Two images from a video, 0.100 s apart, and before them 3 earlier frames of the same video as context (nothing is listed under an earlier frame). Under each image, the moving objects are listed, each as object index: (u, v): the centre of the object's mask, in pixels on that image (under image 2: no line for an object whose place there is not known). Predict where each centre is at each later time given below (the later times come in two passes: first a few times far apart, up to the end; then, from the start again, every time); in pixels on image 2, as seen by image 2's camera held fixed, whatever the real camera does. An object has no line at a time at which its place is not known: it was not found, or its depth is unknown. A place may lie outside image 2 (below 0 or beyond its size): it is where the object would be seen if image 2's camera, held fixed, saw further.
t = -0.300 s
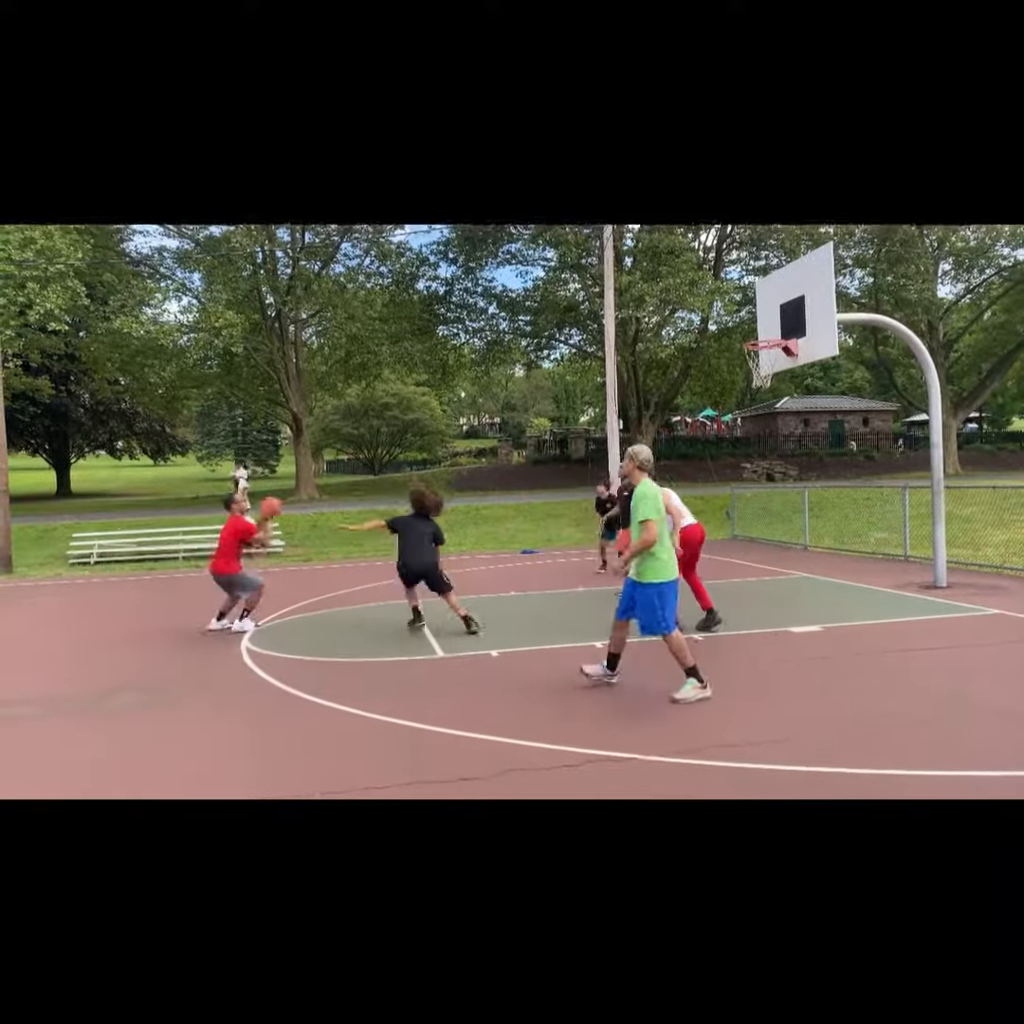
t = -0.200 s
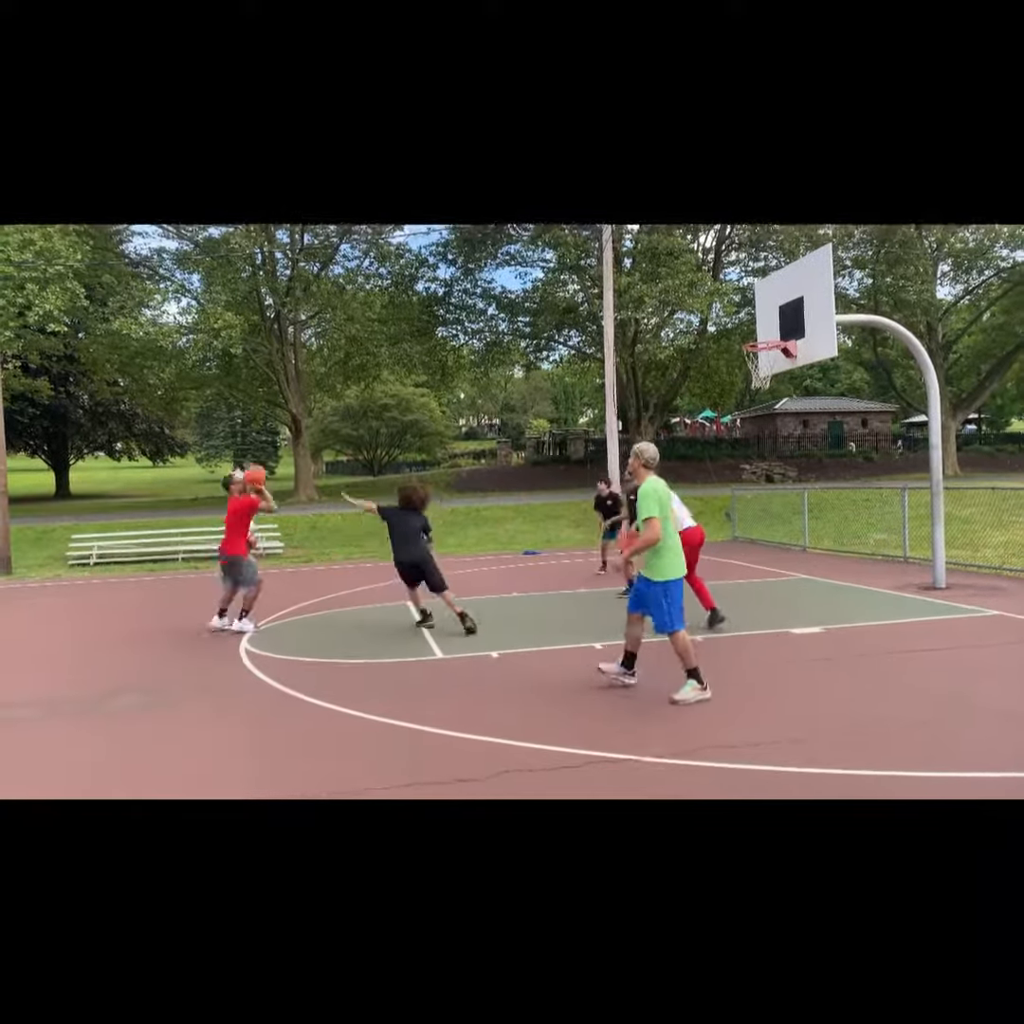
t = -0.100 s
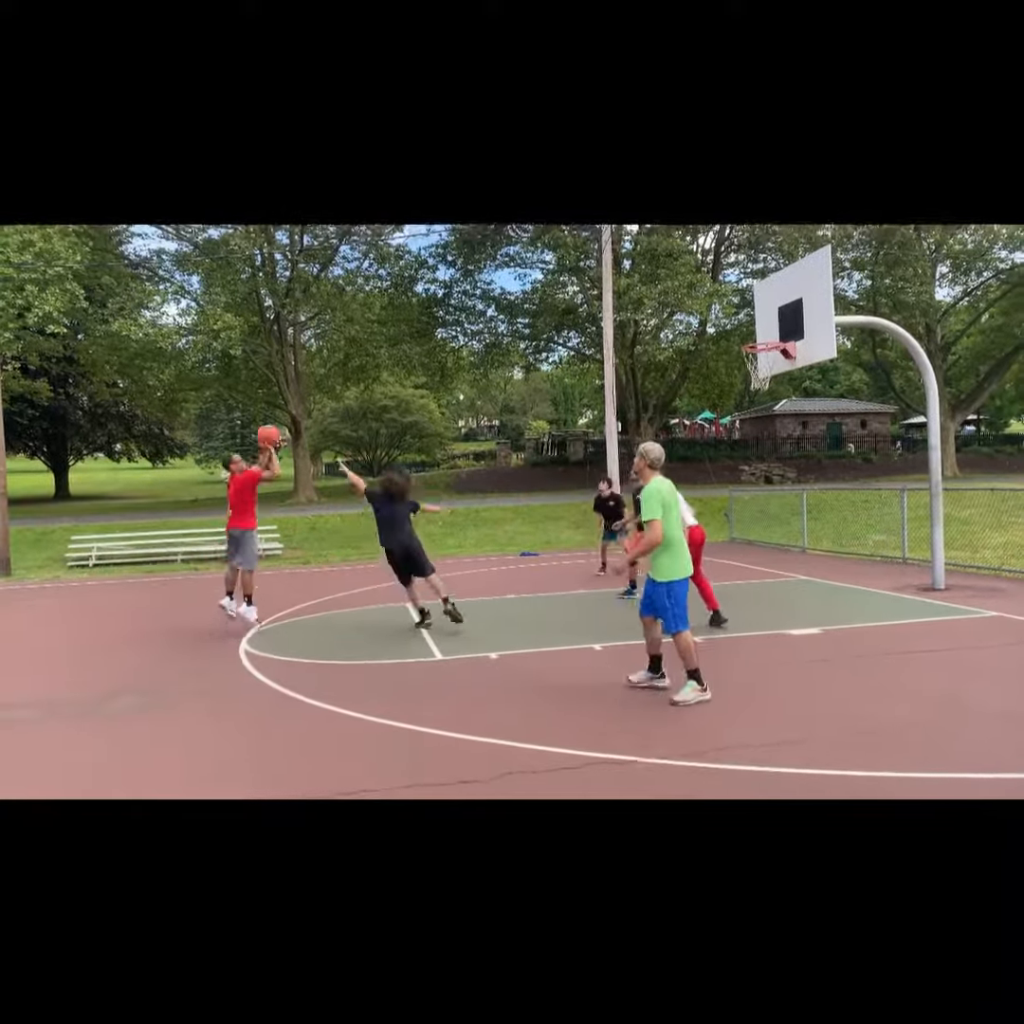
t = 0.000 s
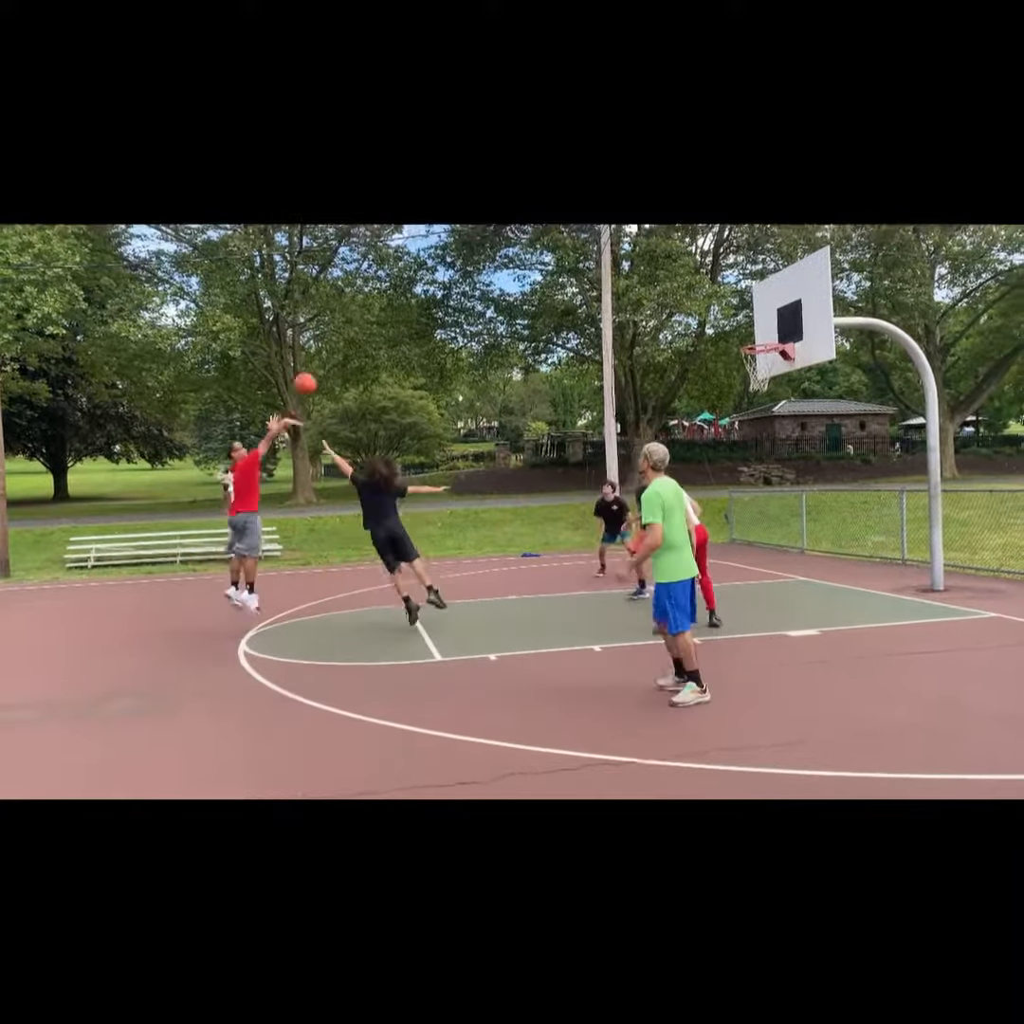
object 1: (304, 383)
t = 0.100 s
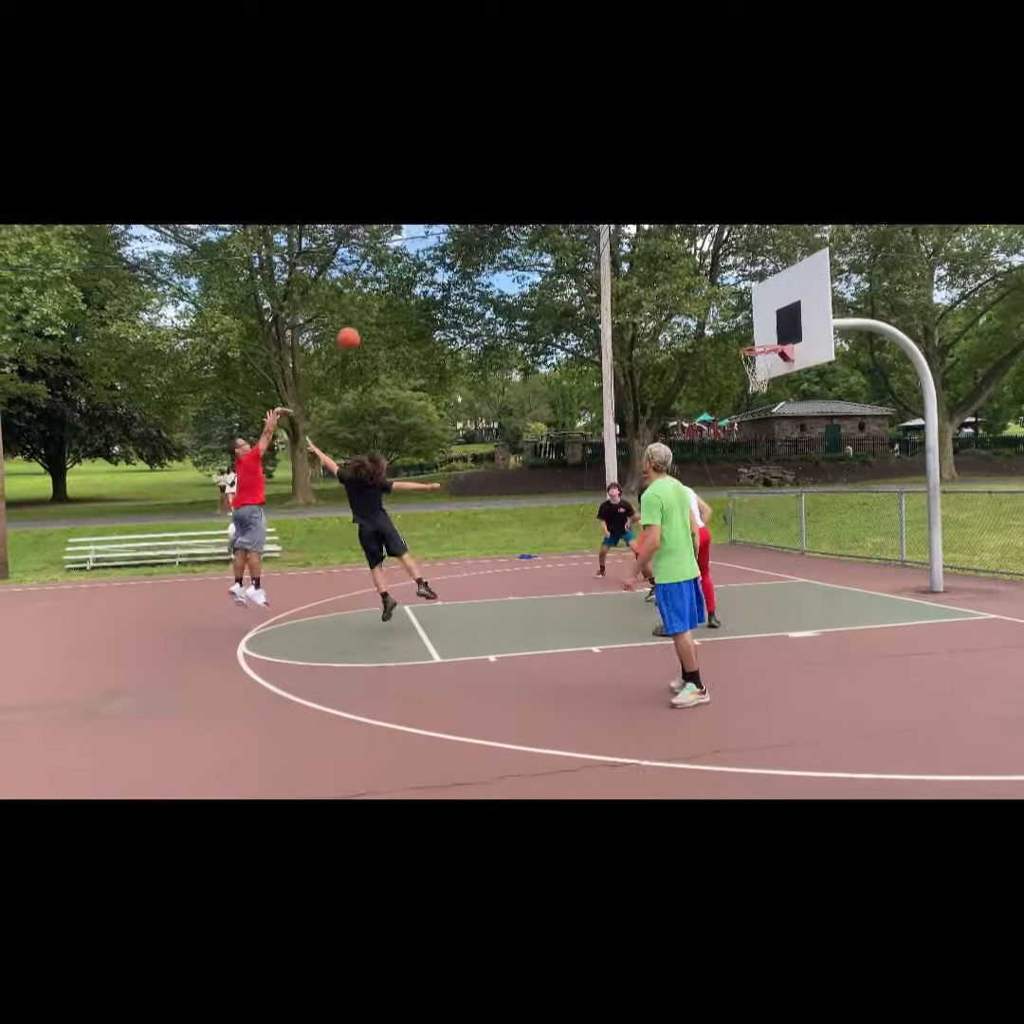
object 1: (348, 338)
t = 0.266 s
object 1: (421, 280)
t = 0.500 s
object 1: (520, 242)
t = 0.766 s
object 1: (629, 254)
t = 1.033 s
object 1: (736, 323)
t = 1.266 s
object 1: (779, 374)
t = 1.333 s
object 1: (777, 389)
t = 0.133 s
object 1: (363, 324)
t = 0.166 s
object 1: (377, 310)
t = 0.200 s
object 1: (392, 300)
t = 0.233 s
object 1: (406, 290)
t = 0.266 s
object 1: (421, 280)
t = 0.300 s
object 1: (435, 272)
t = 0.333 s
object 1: (449, 264)
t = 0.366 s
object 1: (464, 258)
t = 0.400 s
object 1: (479, 251)
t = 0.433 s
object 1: (493, 248)
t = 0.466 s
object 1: (506, 244)
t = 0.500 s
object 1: (520, 242)
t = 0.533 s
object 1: (533, 240)
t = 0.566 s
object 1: (548, 240)
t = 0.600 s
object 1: (561, 239)
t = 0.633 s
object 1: (575, 240)
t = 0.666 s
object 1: (588, 242)
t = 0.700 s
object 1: (602, 244)
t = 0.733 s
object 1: (617, 248)
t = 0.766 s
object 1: (629, 254)
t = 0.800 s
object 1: (643, 258)
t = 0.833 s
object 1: (657, 266)
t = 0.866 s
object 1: (670, 273)
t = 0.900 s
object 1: (683, 281)
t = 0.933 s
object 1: (697, 290)
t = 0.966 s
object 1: (711, 300)
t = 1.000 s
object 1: (723, 313)
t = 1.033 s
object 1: (736, 323)
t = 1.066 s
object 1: (748, 336)
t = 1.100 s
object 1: (761, 348)
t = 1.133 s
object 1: (774, 361)
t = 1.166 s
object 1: (781, 365)
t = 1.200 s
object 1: (781, 366)
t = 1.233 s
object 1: (782, 368)
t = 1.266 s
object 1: (779, 374)
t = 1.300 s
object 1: (778, 383)
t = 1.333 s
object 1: (777, 389)
